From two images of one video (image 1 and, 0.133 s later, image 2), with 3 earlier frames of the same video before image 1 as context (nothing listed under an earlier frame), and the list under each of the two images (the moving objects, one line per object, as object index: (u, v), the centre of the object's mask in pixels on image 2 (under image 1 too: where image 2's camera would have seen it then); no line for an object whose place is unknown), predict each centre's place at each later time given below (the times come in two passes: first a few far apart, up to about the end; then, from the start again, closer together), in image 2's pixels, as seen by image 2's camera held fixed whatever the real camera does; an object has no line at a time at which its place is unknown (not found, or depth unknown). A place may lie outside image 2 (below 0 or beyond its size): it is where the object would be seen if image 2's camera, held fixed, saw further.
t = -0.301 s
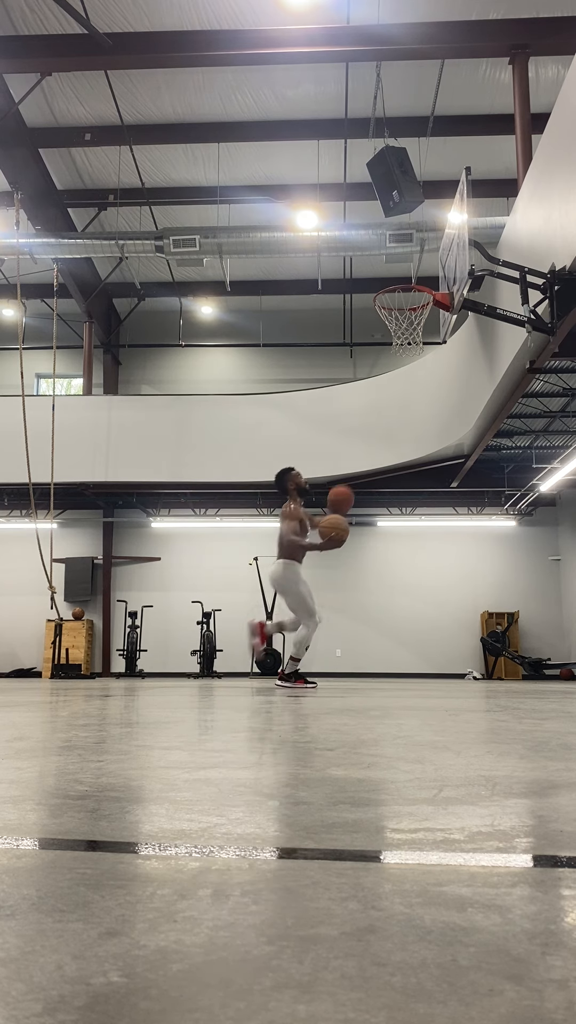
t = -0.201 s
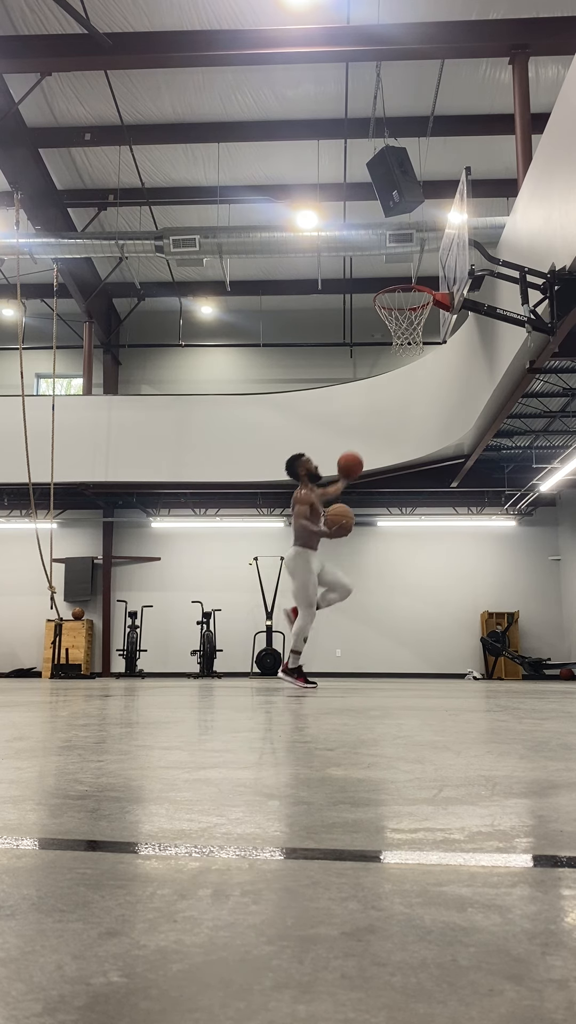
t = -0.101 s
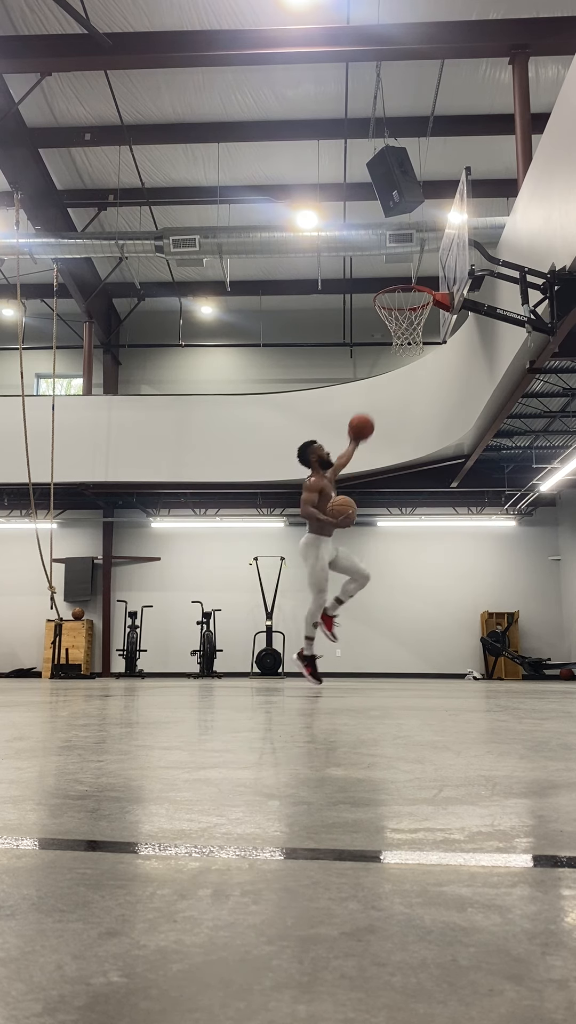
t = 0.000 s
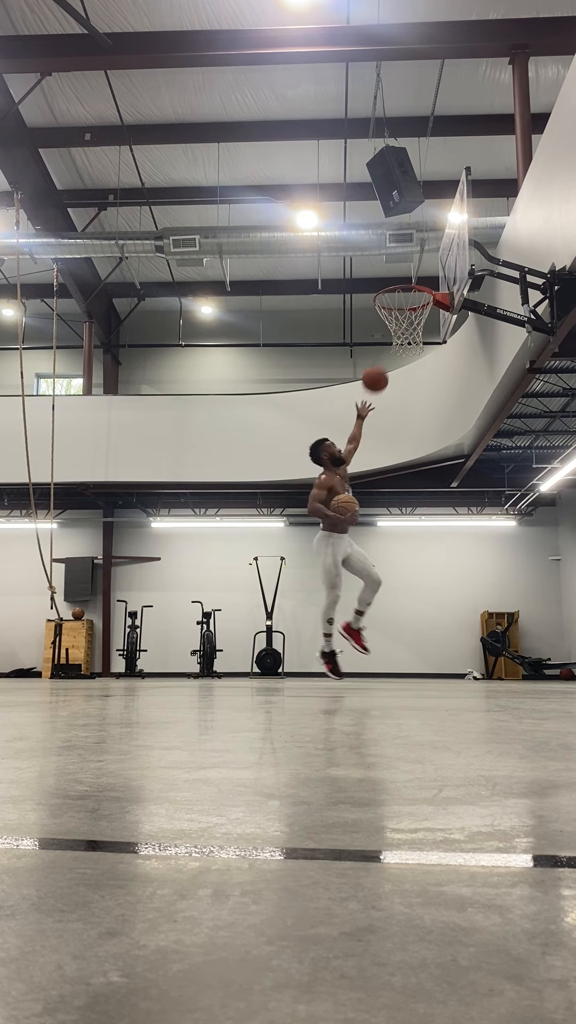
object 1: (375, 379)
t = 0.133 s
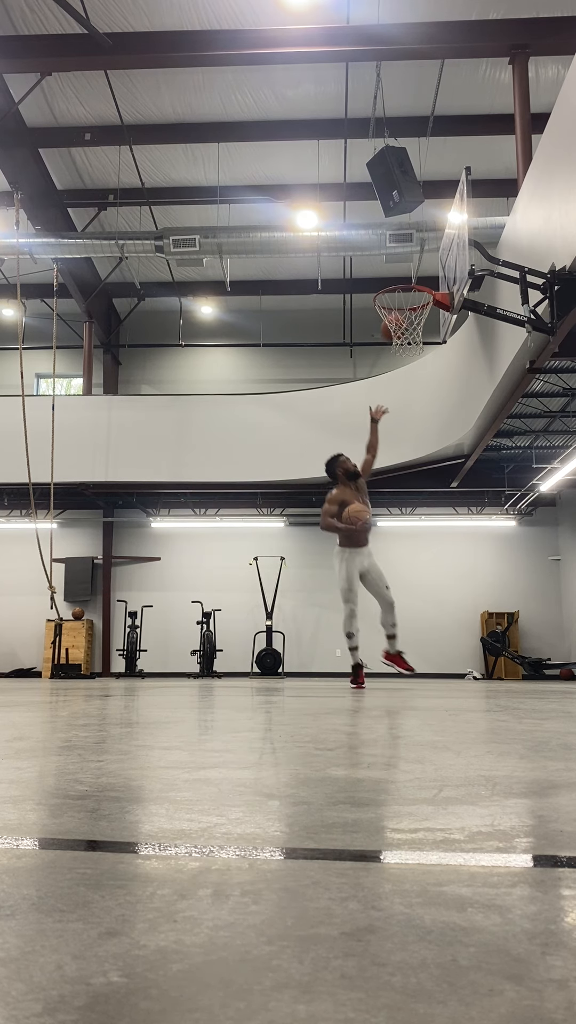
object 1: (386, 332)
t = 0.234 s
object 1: (409, 298)
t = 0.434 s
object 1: (428, 276)
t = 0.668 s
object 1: (403, 305)
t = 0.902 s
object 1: (374, 369)
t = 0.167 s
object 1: (397, 309)
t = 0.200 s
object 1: (403, 304)
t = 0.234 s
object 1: (409, 298)
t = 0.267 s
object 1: (415, 293)
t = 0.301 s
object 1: (421, 287)
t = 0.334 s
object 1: (428, 280)
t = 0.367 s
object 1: (433, 278)
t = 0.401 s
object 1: (431, 277)
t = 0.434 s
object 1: (428, 276)
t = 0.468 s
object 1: (425, 276)
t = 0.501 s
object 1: (422, 276)
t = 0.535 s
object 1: (419, 278)
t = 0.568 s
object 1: (414, 285)
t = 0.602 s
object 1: (411, 291)
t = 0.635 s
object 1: (407, 299)
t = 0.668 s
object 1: (403, 305)
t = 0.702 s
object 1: (396, 315)
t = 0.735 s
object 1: (391, 323)
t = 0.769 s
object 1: (388, 338)
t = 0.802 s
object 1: (384, 341)
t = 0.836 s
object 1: (380, 348)
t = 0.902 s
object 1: (374, 369)
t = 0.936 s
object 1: (371, 382)
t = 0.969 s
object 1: (367, 397)
